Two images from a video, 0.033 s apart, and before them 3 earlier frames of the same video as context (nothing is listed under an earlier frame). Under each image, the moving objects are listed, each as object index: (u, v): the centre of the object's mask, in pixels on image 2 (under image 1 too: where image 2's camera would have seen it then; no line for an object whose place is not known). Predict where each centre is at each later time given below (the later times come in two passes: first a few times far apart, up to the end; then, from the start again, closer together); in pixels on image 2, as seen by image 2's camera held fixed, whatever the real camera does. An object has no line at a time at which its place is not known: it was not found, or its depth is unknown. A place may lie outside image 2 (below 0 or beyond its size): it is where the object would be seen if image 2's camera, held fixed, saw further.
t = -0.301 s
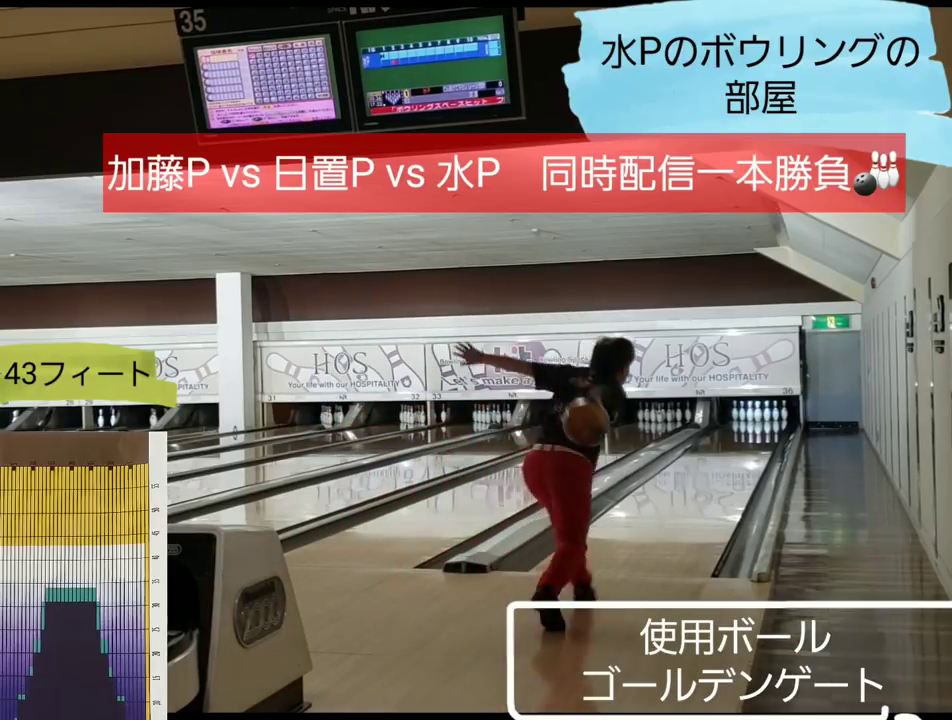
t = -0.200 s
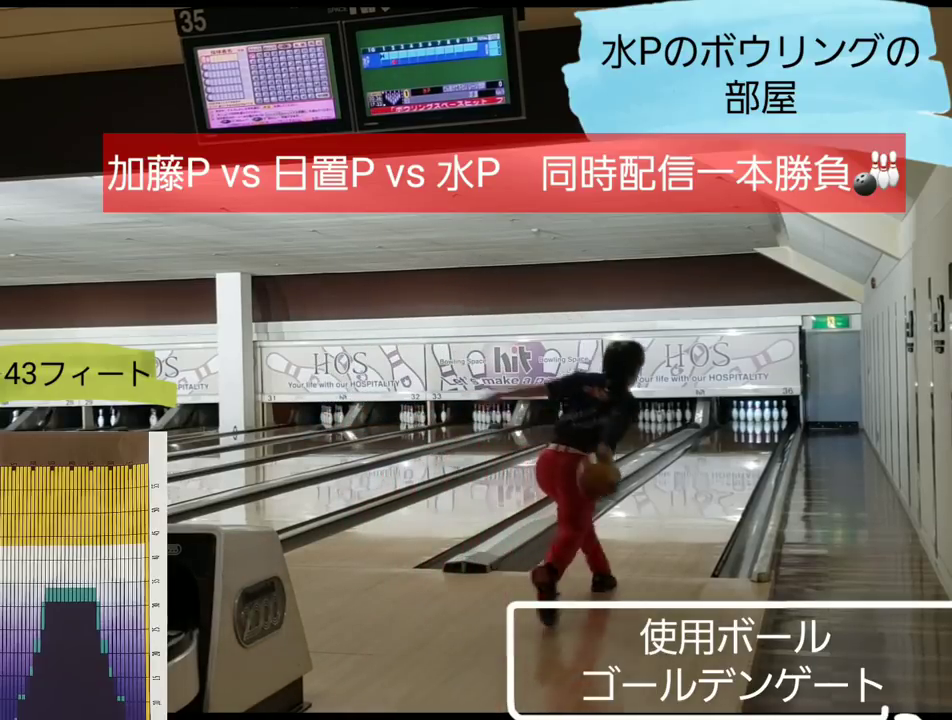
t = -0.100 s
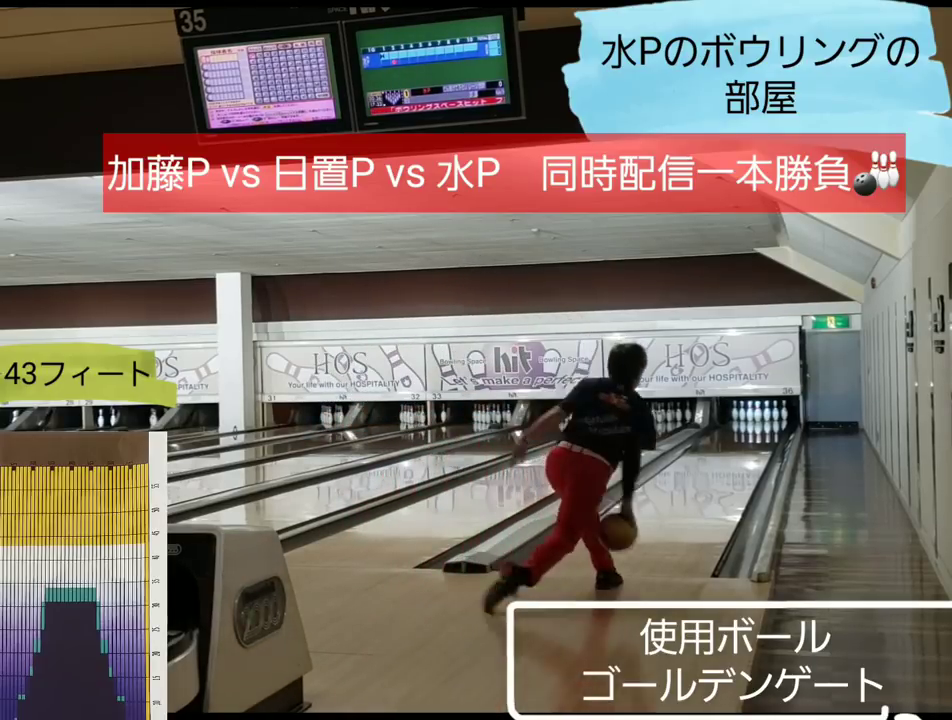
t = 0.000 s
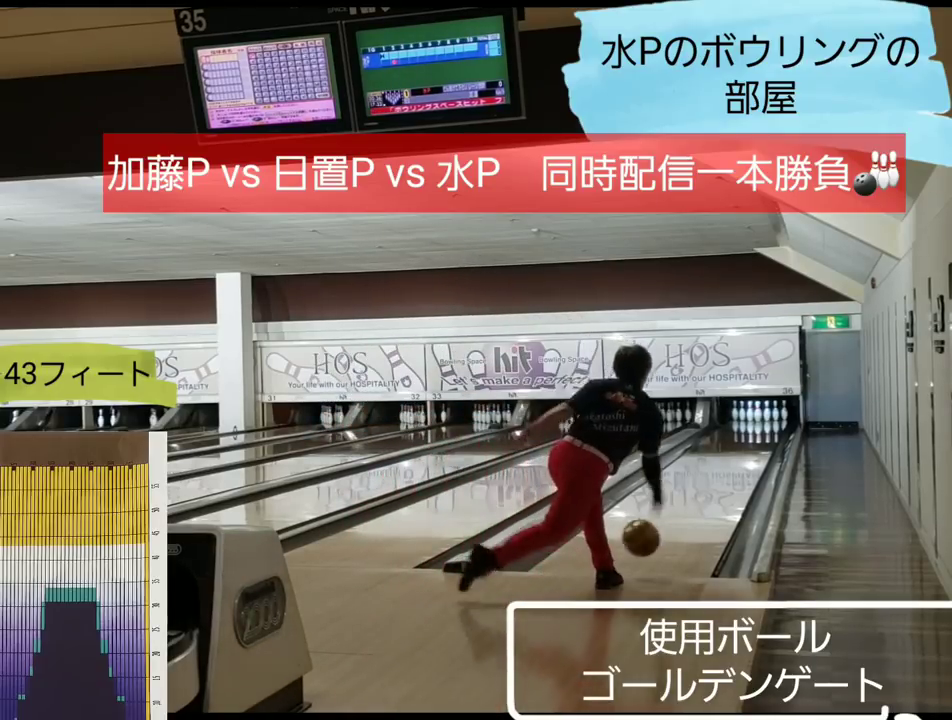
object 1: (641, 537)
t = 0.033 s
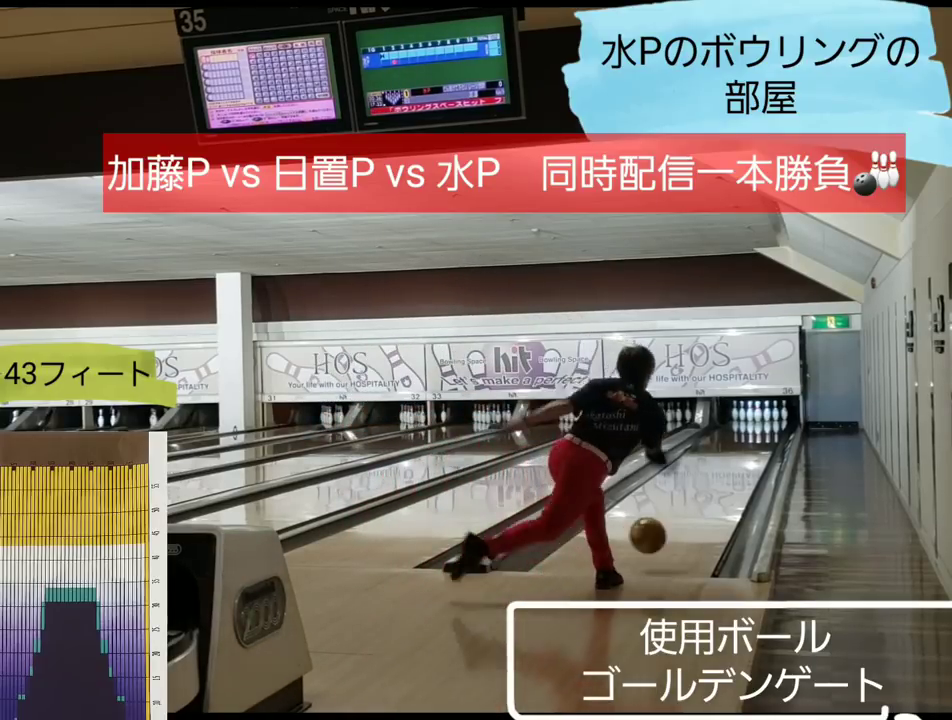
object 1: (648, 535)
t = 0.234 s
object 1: (682, 522)
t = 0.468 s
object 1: (709, 496)
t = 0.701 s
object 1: (729, 477)
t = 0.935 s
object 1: (743, 463)
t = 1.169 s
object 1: (753, 453)
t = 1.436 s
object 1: (761, 442)
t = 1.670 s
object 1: (765, 435)
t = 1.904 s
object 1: (768, 431)
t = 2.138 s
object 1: (768, 425)
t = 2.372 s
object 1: (767, 421)
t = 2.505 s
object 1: (764, 419)
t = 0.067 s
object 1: (654, 534)
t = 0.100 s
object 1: (660, 535)
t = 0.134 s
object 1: (666, 537)
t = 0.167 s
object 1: (672, 532)
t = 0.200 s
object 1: (677, 527)
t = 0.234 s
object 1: (682, 522)
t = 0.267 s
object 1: (686, 518)
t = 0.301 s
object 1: (690, 514)
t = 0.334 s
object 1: (695, 510)
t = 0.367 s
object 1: (699, 506)
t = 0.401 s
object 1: (702, 503)
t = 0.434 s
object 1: (706, 499)
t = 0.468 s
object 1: (709, 496)
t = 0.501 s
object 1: (712, 493)
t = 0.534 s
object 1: (716, 490)
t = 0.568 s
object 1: (719, 487)
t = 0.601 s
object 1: (721, 484)
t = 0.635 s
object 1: (724, 482)
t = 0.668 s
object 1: (726, 480)
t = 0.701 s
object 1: (729, 477)
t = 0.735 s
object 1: (731, 475)
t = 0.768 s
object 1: (733, 473)
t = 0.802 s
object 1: (736, 471)
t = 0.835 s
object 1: (737, 469)
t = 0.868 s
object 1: (739, 467)
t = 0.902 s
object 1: (741, 466)
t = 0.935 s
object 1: (743, 463)
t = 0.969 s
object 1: (744, 462)
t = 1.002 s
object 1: (746, 460)
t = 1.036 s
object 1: (748, 459)
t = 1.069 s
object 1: (749, 457)
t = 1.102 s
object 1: (751, 455)
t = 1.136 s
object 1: (752, 455)
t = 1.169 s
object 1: (753, 453)
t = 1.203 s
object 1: (754, 452)
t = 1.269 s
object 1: (757, 449)
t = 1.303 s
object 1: (758, 447)
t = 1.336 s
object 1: (758, 446)
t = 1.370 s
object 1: (760, 445)
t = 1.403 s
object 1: (761, 443)
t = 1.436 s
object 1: (761, 442)
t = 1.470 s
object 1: (761, 442)
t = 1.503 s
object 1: (763, 441)
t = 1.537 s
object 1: (763, 439)
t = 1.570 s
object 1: (763, 438)
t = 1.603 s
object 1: (765, 437)
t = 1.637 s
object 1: (766, 436)
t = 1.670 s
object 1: (765, 435)
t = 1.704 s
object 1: (766, 435)
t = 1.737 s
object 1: (767, 435)
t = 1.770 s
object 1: (767, 434)
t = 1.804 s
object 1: (767, 433)
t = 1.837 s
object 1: (767, 432)
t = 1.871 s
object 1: (768, 432)
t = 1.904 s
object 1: (768, 431)
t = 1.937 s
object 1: (768, 432)
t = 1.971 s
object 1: (768, 430)
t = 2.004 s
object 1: (768, 429)
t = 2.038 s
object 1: (768, 428)
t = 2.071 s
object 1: (769, 427)
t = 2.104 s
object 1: (769, 426)
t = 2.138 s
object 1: (768, 425)
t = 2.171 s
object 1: (768, 425)
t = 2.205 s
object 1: (768, 425)
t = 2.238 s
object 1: (768, 424)
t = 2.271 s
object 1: (767, 424)
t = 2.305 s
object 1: (767, 422)
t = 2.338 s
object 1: (767, 421)
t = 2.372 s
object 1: (767, 421)
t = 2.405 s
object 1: (766, 420)
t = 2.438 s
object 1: (766, 420)
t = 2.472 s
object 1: (765, 419)
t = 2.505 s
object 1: (764, 419)
